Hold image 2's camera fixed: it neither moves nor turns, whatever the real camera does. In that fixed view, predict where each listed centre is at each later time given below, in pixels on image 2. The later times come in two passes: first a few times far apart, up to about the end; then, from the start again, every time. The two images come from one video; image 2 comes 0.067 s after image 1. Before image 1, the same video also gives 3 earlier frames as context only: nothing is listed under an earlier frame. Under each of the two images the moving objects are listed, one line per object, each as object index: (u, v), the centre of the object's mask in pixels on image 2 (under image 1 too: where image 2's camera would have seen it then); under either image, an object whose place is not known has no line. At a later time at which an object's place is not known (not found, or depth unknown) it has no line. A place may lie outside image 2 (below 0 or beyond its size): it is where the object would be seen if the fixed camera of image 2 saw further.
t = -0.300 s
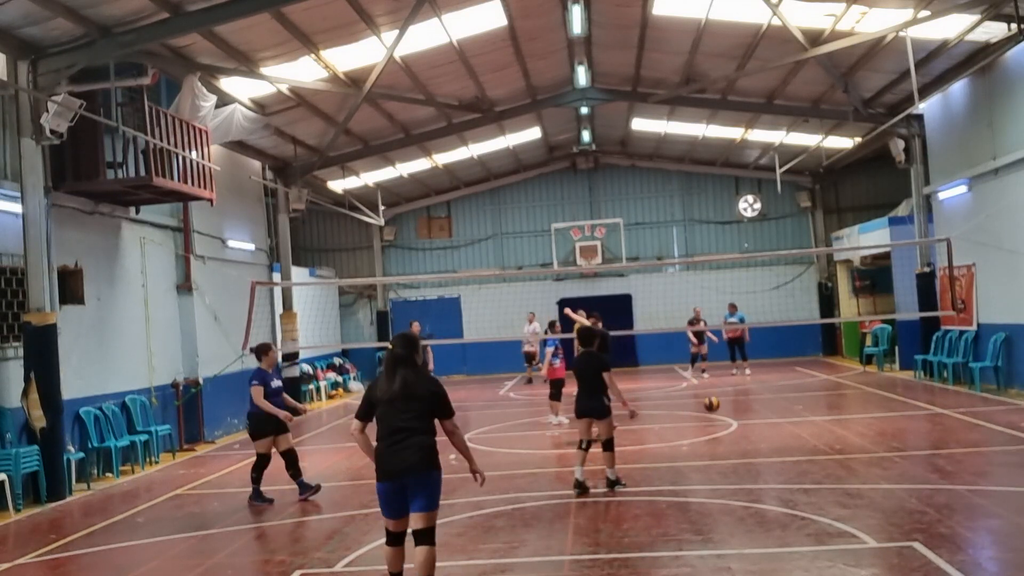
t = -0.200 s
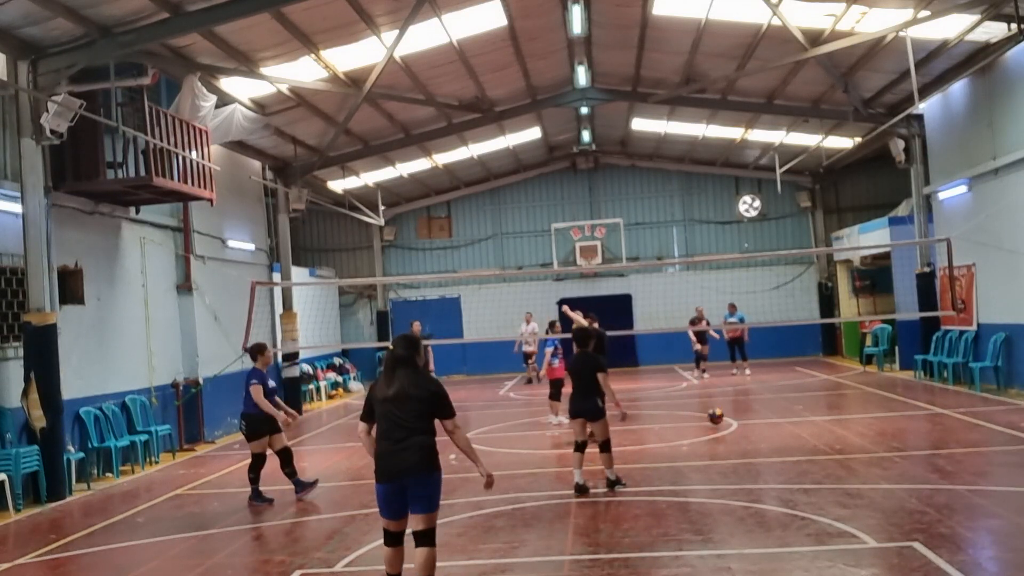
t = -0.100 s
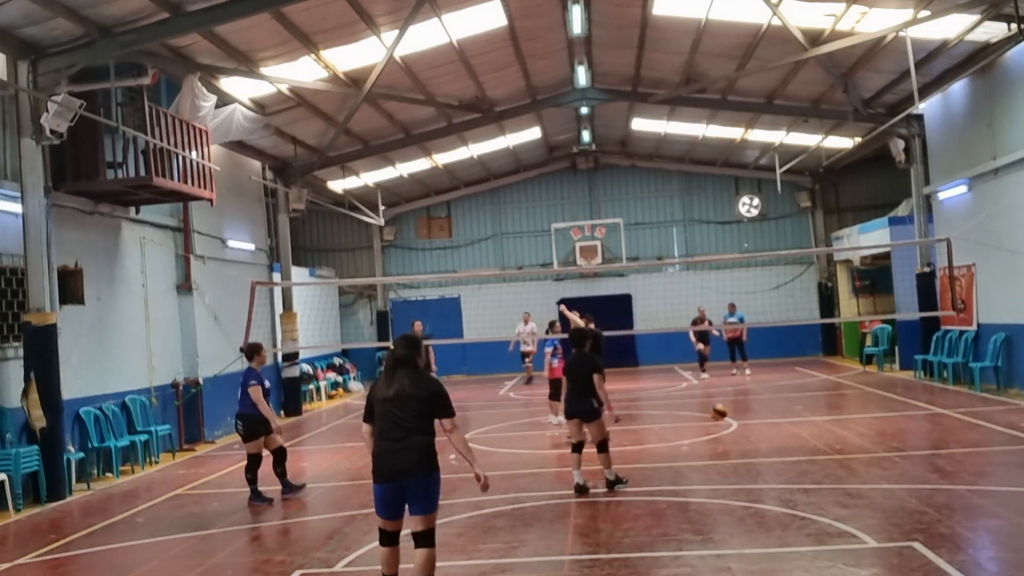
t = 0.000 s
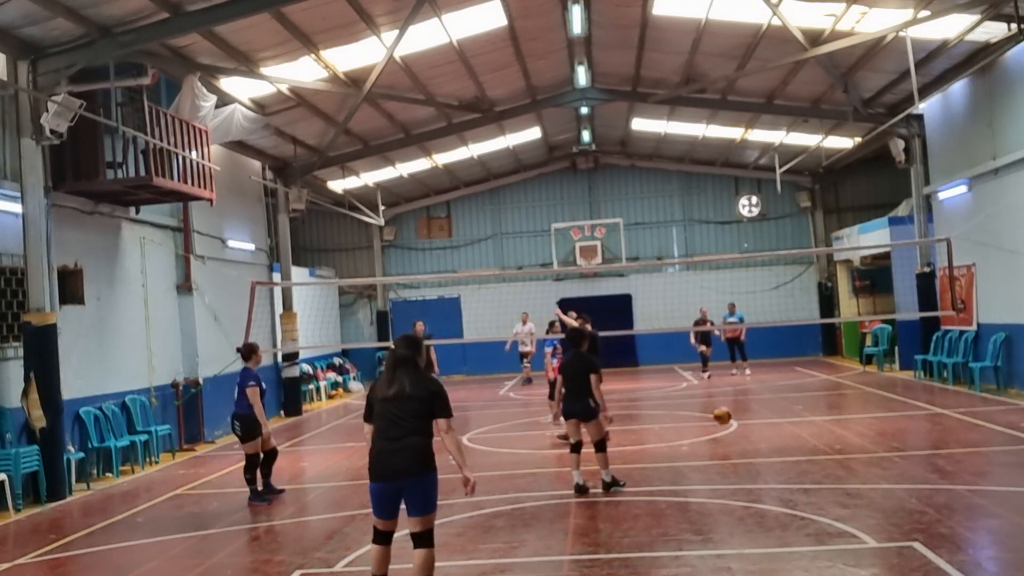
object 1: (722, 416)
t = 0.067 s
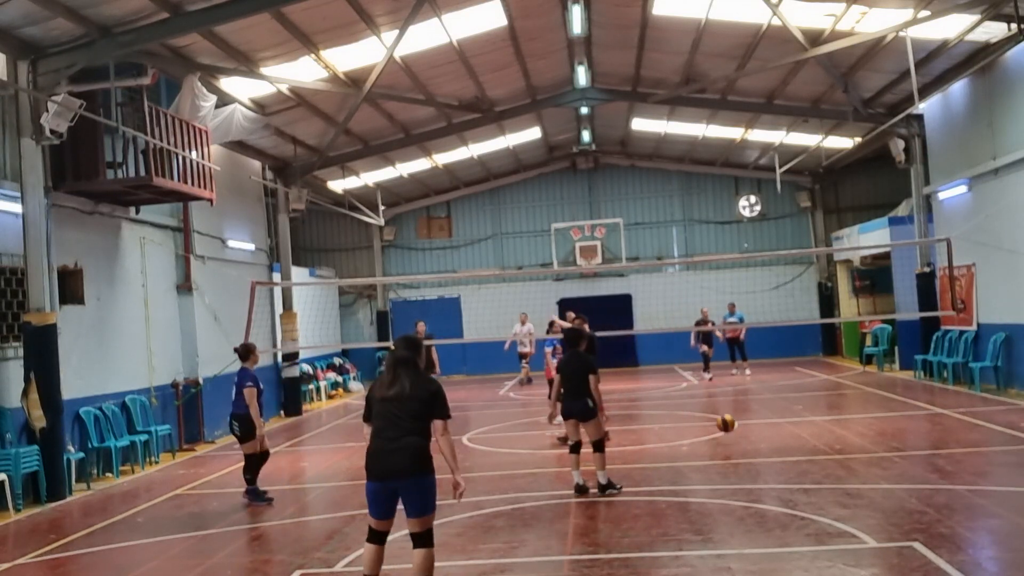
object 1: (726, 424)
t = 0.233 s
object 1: (733, 435)
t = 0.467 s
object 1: (745, 456)
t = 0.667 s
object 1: (757, 472)
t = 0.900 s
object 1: (773, 504)
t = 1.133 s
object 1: (795, 549)
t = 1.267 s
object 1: (810, 565)
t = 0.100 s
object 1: (728, 429)
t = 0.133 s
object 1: (729, 436)
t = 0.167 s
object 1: (731, 440)
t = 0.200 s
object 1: (732, 437)
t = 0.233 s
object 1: (733, 435)
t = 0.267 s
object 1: (735, 435)
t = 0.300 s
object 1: (736, 435)
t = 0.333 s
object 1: (738, 437)
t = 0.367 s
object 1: (739, 440)
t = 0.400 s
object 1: (741, 444)
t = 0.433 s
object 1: (743, 449)
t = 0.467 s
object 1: (745, 456)
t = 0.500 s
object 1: (747, 465)
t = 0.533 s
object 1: (749, 469)
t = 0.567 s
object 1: (751, 467)
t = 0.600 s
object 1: (752, 467)
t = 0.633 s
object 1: (754, 468)
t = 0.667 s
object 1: (757, 472)
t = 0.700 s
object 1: (758, 475)
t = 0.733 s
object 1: (761, 481)
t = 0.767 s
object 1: (763, 489)
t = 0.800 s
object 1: (766, 499)
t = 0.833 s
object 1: (768, 503)
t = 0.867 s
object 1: (771, 503)
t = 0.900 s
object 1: (773, 504)
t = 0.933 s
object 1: (776, 508)
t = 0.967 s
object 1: (778, 512)
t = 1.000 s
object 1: (782, 519)
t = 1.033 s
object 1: (784, 529)
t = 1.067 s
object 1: (789, 540)
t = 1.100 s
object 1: (792, 548)
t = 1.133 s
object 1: (795, 549)
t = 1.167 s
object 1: (798, 552)
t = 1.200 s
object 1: (802, 556)
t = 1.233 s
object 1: (806, 560)
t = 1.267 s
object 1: (810, 565)
